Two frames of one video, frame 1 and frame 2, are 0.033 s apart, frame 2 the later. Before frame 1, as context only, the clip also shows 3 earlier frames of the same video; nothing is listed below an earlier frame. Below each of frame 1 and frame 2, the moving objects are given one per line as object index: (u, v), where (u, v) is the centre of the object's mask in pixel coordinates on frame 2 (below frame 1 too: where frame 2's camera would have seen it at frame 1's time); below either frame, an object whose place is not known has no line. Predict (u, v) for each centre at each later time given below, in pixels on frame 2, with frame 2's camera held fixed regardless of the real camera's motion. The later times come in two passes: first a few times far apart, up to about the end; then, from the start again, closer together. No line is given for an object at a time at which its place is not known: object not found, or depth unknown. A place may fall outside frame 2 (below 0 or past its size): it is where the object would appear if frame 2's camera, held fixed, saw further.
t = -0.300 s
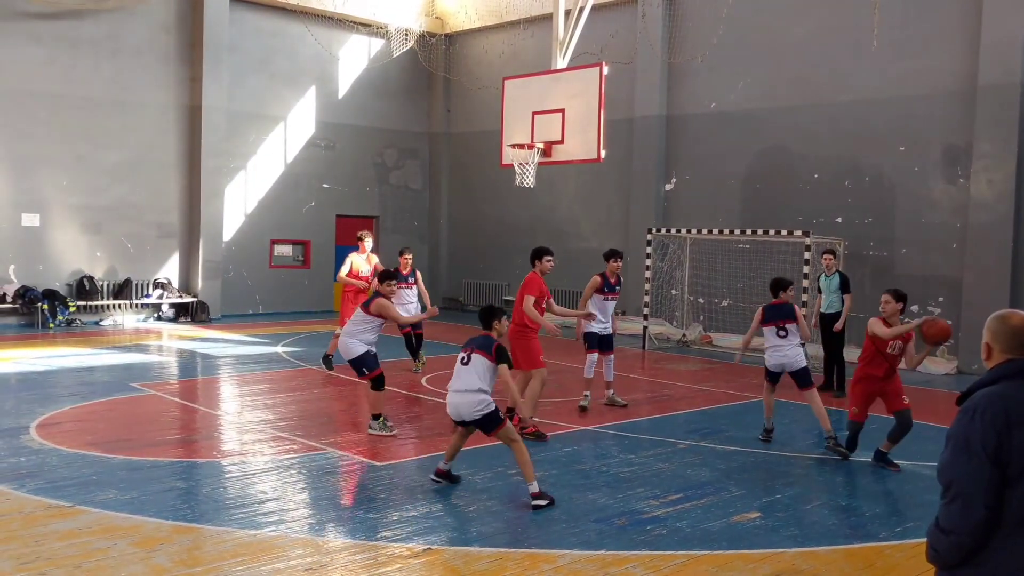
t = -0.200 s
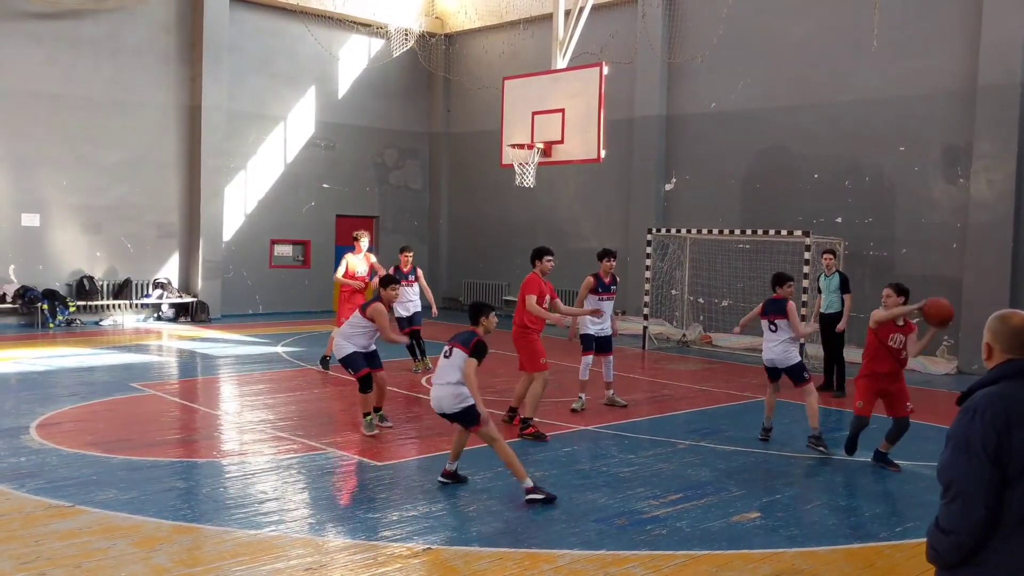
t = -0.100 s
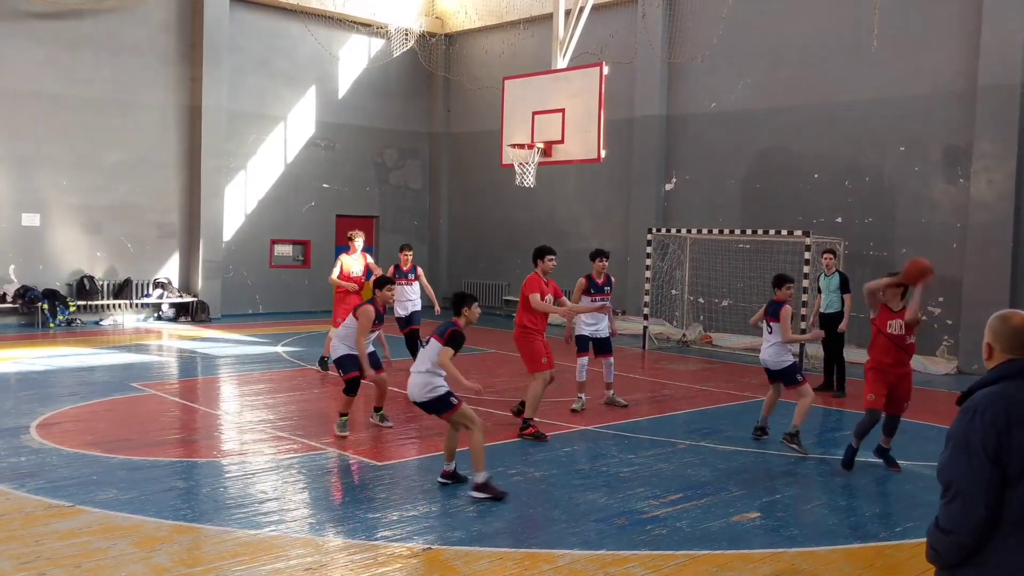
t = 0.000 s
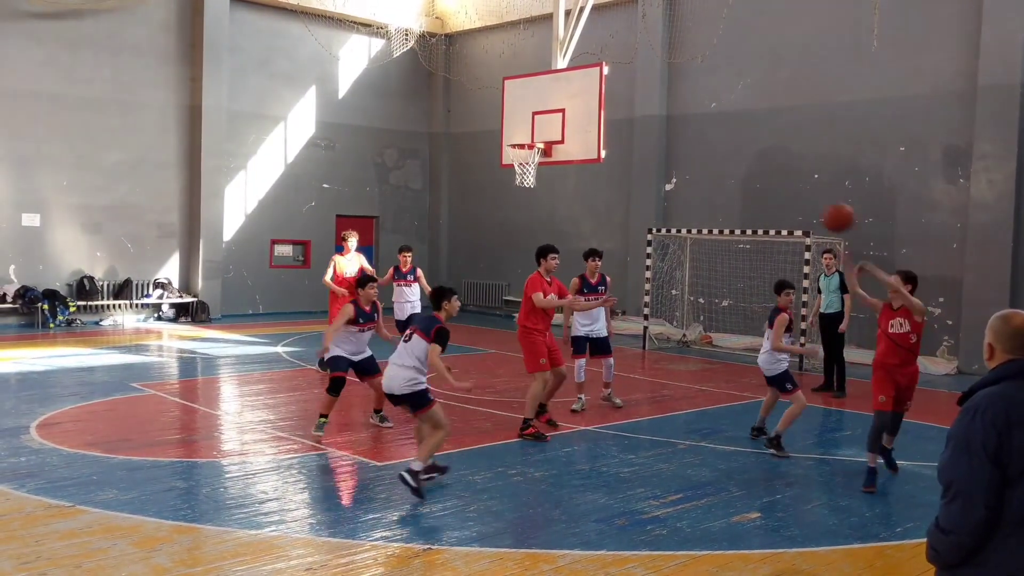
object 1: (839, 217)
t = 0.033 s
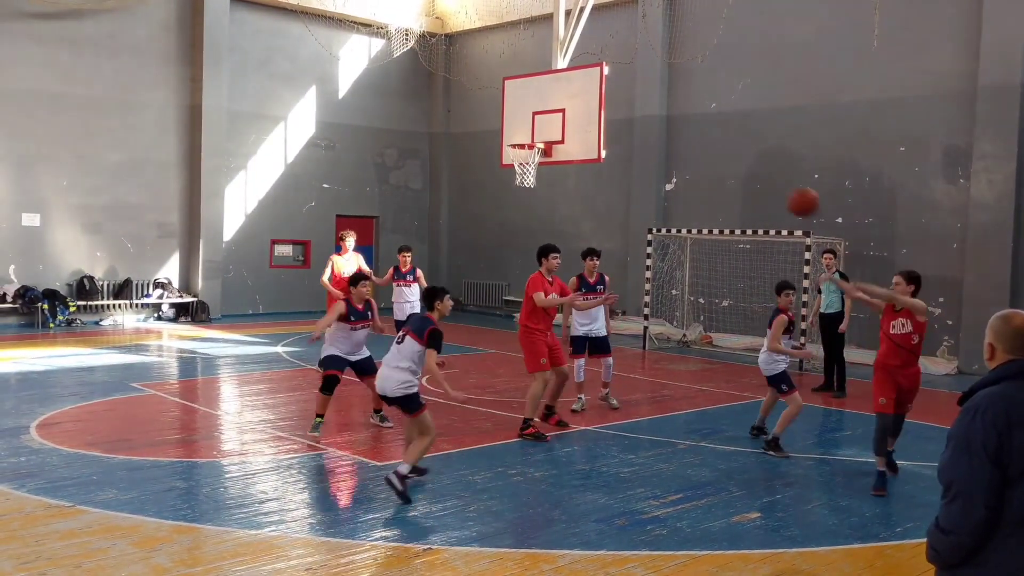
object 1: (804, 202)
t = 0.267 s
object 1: (547, 131)
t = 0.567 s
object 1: (202, 138)
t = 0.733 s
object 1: (0, 197)
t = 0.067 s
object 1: (768, 188)
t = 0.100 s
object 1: (732, 175)
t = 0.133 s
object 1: (696, 164)
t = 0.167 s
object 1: (659, 153)
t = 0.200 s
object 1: (622, 145)
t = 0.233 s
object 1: (584, 137)
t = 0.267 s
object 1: (547, 131)
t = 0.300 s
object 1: (508, 127)
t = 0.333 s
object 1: (473, 123)
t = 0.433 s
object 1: (359, 121)
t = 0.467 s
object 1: (321, 123)
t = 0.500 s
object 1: (279, 126)
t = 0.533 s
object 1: (241, 132)
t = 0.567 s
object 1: (202, 138)
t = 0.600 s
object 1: (162, 147)
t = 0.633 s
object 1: (122, 157)
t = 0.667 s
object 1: (82, 168)
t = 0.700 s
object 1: (41, 182)
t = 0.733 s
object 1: (0, 197)
